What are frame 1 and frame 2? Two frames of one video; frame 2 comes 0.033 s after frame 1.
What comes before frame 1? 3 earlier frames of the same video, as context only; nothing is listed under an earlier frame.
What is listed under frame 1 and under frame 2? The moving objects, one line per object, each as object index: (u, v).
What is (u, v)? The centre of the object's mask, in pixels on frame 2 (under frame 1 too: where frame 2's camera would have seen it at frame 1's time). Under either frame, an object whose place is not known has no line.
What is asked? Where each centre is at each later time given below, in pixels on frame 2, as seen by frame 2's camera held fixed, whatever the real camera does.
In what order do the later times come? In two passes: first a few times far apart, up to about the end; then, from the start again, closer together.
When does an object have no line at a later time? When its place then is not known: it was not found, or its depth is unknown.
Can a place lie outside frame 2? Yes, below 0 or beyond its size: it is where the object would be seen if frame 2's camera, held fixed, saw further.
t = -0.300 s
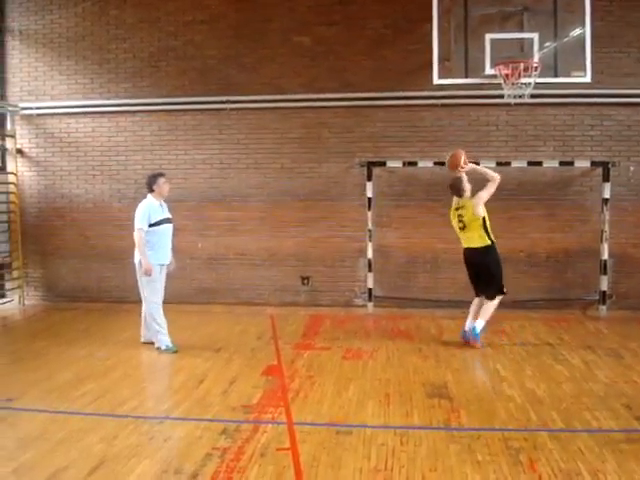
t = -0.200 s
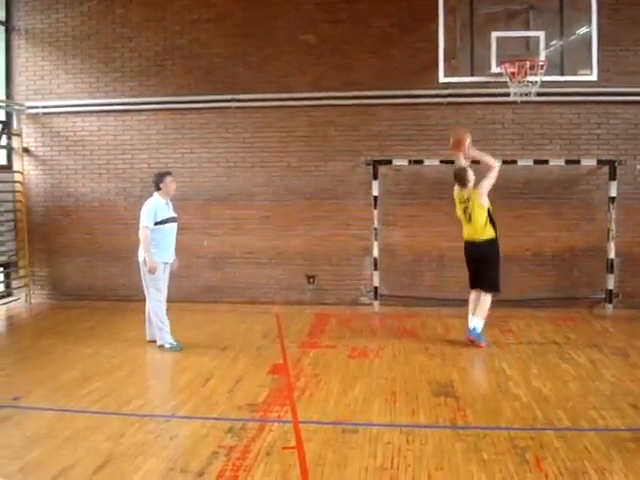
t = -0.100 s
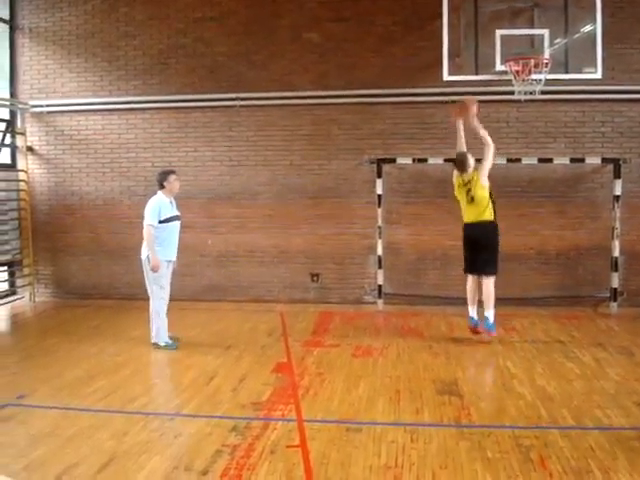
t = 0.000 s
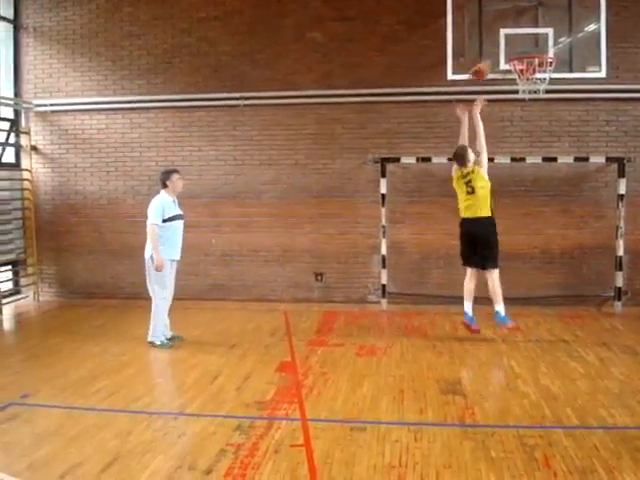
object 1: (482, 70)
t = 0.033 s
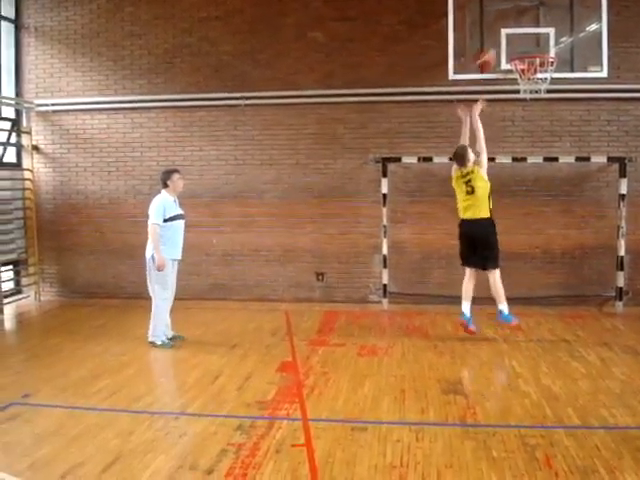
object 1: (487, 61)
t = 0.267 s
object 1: (507, 20)
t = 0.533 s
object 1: (532, 48)
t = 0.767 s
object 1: (547, 97)
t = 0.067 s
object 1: (488, 51)
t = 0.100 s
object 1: (490, 41)
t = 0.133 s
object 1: (493, 35)
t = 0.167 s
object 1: (496, 29)
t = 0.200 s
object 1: (500, 26)
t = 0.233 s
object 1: (505, 23)
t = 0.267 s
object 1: (507, 20)
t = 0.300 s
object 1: (511, 22)
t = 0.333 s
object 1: (512, 21)
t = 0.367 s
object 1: (513, 22)
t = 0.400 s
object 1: (518, 26)
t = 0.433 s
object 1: (522, 30)
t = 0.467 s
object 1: (525, 36)
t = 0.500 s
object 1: (529, 43)
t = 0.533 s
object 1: (532, 48)
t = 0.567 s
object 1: (533, 54)
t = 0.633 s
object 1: (543, 73)
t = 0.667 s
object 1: (544, 86)
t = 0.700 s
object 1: (546, 89)
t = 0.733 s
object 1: (546, 94)
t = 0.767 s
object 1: (547, 97)
